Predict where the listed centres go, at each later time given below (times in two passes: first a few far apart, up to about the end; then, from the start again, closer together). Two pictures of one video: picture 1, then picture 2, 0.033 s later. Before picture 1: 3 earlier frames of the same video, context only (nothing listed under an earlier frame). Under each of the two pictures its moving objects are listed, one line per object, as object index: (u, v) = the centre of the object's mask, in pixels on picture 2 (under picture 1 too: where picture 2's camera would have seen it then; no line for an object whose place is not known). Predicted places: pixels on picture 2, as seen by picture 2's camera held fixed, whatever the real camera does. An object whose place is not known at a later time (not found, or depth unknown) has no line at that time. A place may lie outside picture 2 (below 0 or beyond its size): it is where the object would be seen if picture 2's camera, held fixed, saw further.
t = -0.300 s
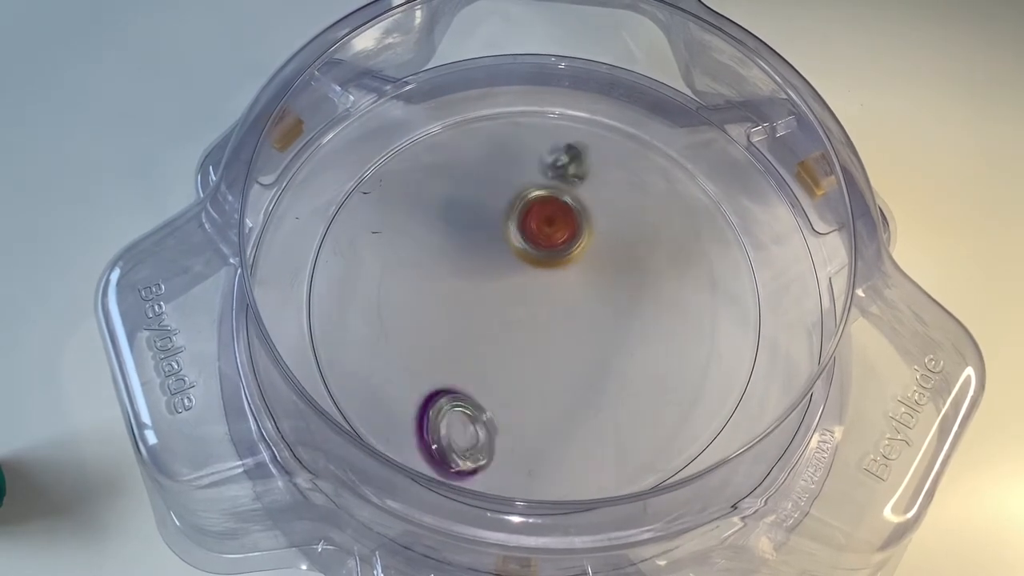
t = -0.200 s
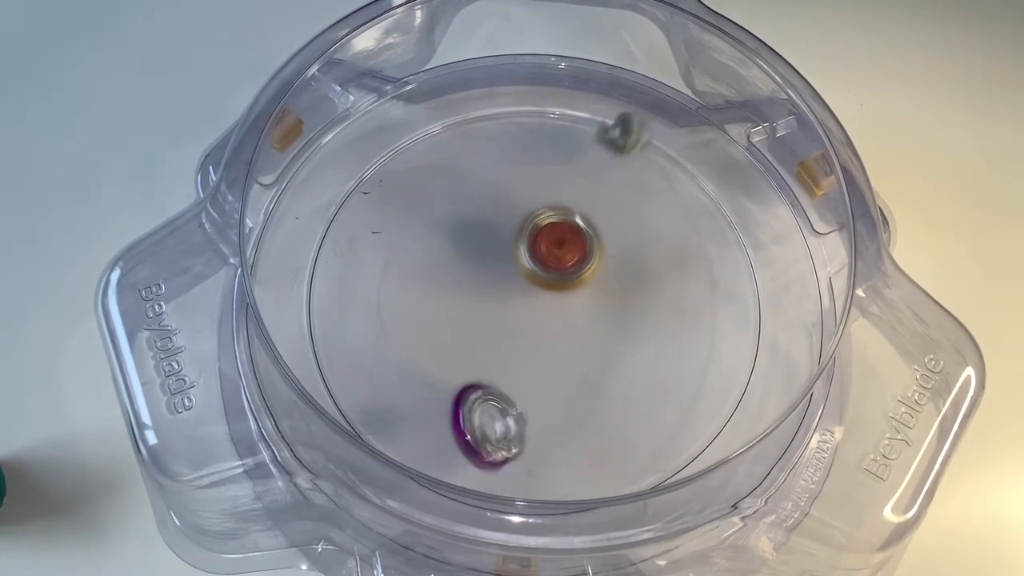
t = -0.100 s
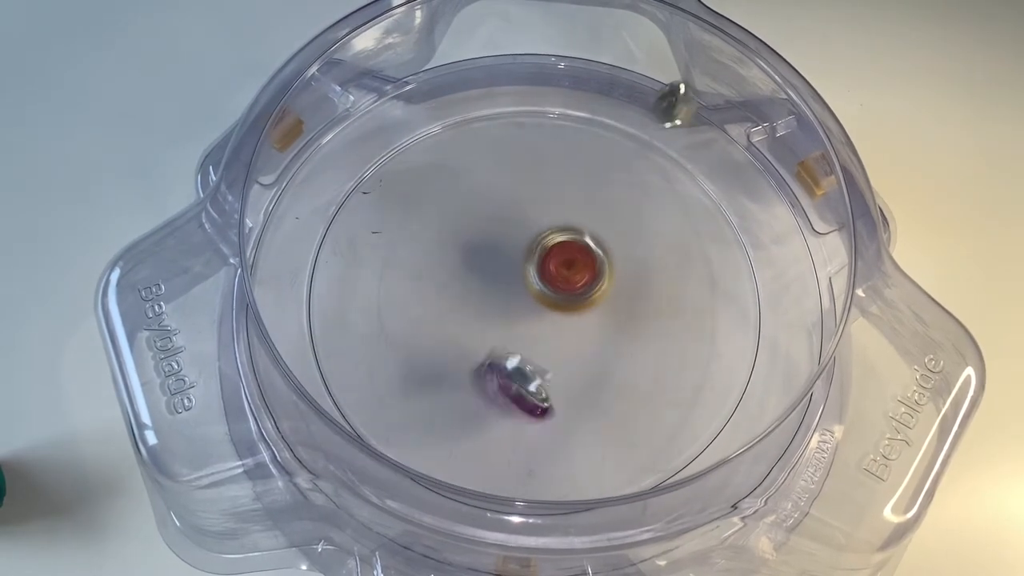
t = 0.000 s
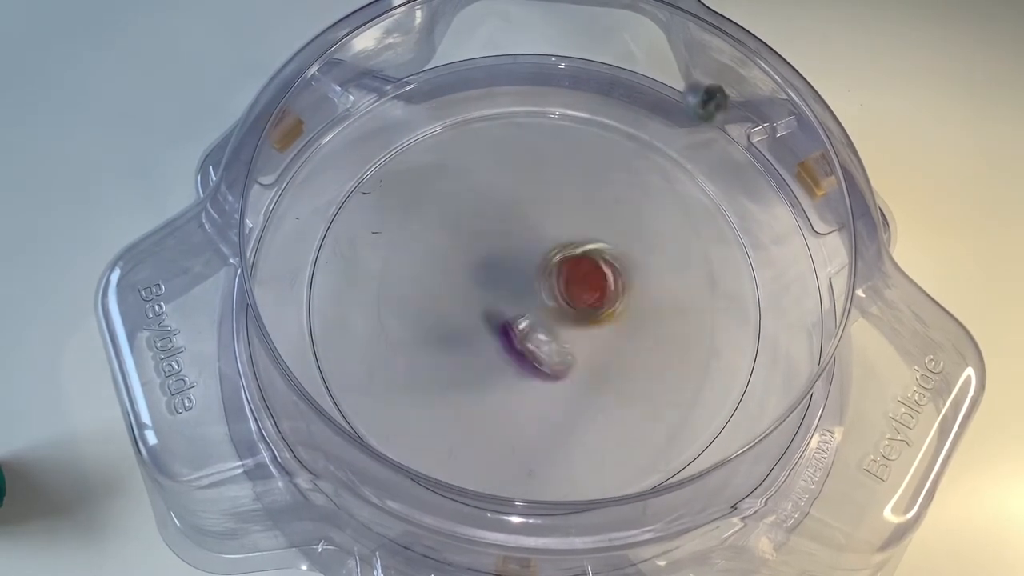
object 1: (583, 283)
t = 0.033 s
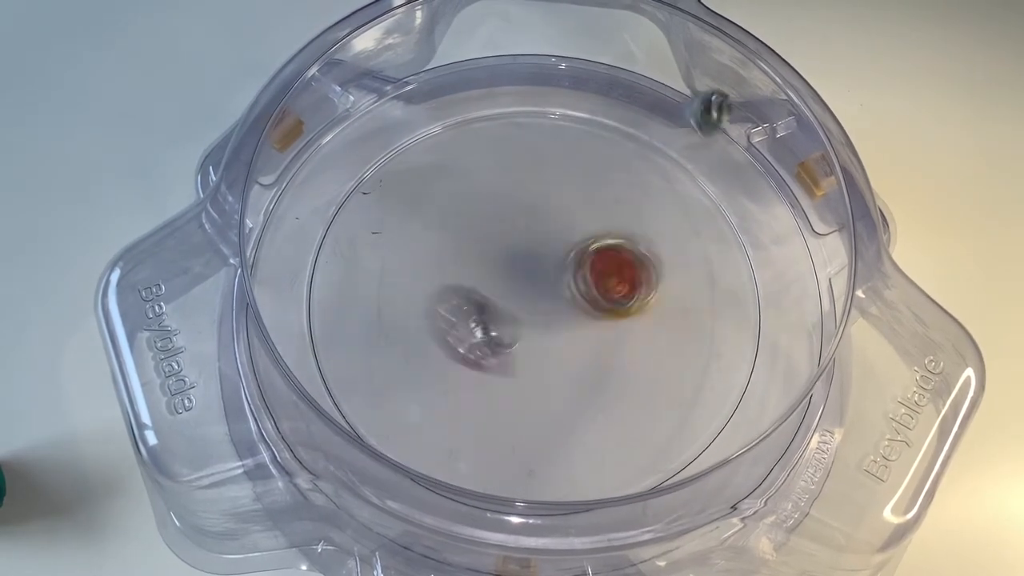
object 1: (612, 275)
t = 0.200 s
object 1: (737, 228)
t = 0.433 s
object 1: (720, 219)
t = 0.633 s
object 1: (629, 249)
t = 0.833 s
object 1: (522, 276)
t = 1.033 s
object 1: (434, 296)
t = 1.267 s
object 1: (382, 321)
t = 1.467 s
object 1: (391, 349)
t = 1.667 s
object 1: (442, 380)
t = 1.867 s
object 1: (544, 393)
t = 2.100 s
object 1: (646, 305)
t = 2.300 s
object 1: (578, 221)
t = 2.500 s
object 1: (469, 244)
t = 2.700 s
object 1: (442, 326)
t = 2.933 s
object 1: (550, 383)
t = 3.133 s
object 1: (621, 288)
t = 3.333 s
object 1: (571, 190)
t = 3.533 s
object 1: (469, 187)
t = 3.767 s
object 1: (442, 295)
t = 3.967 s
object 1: (556, 368)
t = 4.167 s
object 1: (644, 318)
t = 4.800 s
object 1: (439, 275)
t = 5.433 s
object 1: (611, 257)
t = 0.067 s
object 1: (642, 266)
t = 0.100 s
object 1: (667, 258)
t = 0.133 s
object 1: (691, 248)
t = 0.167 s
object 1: (714, 238)
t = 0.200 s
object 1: (737, 228)
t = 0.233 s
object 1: (755, 217)
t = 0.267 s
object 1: (774, 207)
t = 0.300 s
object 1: (779, 204)
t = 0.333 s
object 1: (763, 207)
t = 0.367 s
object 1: (746, 208)
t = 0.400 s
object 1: (732, 213)
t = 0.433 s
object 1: (720, 219)
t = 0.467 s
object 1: (706, 223)
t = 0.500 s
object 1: (692, 228)
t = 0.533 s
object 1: (677, 234)
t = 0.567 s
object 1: (661, 239)
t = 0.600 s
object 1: (644, 245)
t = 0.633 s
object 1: (629, 249)
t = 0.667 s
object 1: (611, 253)
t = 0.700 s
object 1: (593, 259)
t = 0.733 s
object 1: (576, 264)
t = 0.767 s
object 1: (558, 268)
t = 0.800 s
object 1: (540, 272)
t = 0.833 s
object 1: (522, 276)
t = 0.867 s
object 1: (509, 279)
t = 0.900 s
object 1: (490, 283)
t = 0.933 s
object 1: (474, 286)
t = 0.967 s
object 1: (459, 289)
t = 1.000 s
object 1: (446, 292)
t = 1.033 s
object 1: (434, 296)
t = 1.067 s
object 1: (422, 299)
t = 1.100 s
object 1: (412, 302)
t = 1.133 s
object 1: (403, 306)
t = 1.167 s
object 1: (396, 309)
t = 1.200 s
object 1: (390, 313)
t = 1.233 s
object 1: (385, 317)
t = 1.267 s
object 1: (382, 321)
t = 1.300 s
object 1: (380, 326)
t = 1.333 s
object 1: (380, 330)
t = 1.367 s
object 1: (381, 334)
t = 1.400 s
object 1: (382, 339)
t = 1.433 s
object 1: (387, 344)
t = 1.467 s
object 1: (391, 349)
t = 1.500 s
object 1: (397, 355)
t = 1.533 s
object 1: (403, 360)
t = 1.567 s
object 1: (412, 365)
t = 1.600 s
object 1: (421, 371)
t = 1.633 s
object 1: (432, 375)
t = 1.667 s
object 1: (442, 380)
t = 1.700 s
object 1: (454, 383)
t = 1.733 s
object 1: (467, 386)
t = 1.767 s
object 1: (478, 388)
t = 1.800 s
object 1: (491, 390)
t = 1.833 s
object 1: (518, 393)
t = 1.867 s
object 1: (544, 393)
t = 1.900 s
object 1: (570, 391)
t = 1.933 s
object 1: (593, 384)
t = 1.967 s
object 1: (613, 374)
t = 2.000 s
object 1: (629, 360)
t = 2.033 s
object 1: (639, 343)
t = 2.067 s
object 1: (645, 324)
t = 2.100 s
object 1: (646, 305)
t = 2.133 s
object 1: (642, 285)
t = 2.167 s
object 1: (634, 265)
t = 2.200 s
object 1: (624, 249)
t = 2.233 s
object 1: (609, 232)
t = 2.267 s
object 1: (594, 220)
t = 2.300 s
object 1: (578, 221)
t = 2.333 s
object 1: (559, 220)
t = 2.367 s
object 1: (541, 222)
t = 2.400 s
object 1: (522, 224)
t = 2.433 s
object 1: (503, 228)
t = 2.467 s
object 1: (485, 235)
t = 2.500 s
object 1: (469, 244)
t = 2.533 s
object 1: (454, 254)
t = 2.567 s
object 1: (445, 266)
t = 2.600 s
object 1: (440, 279)
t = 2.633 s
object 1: (437, 293)
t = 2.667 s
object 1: (438, 308)
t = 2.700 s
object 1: (442, 326)
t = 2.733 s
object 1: (449, 341)
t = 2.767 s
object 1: (458, 358)
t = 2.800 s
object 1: (472, 371)
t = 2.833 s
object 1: (488, 381)
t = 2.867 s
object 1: (508, 387)
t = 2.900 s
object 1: (528, 387)
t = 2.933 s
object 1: (550, 383)
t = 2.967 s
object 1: (569, 374)
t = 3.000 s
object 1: (587, 361)
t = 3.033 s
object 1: (601, 346)
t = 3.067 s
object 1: (611, 327)
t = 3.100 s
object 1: (618, 308)
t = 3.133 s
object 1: (621, 288)
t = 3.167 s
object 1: (620, 268)
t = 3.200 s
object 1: (616, 249)
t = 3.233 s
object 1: (608, 231)
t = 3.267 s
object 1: (598, 215)
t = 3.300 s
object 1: (585, 201)
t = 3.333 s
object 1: (571, 190)
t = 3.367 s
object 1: (555, 182)
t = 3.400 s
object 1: (539, 177)
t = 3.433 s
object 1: (520, 175)
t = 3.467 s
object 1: (503, 176)
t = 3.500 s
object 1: (486, 180)
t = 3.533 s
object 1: (469, 187)
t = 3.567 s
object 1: (454, 196)
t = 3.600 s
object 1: (441, 208)
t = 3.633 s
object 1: (432, 223)
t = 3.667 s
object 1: (426, 240)
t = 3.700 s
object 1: (427, 258)
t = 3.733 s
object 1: (432, 276)
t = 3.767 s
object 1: (442, 295)
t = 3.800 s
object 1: (456, 314)
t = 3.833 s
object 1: (472, 333)
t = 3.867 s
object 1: (491, 348)
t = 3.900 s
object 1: (512, 359)
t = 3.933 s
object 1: (533, 365)
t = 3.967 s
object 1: (556, 368)
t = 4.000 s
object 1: (575, 367)
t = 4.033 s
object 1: (595, 361)
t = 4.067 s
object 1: (612, 353)
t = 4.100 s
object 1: (626, 344)
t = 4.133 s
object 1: (637, 333)
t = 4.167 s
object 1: (644, 318)
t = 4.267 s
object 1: (653, 272)
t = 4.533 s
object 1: (548, 190)
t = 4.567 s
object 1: (528, 193)
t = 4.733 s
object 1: (448, 244)
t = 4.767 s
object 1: (441, 258)
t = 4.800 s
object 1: (439, 275)
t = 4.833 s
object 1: (440, 291)
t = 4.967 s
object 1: (468, 356)
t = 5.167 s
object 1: (568, 380)
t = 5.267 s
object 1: (610, 344)
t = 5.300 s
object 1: (617, 327)
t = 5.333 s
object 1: (620, 310)
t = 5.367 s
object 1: (620, 291)
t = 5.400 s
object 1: (617, 274)
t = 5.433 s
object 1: (611, 257)
